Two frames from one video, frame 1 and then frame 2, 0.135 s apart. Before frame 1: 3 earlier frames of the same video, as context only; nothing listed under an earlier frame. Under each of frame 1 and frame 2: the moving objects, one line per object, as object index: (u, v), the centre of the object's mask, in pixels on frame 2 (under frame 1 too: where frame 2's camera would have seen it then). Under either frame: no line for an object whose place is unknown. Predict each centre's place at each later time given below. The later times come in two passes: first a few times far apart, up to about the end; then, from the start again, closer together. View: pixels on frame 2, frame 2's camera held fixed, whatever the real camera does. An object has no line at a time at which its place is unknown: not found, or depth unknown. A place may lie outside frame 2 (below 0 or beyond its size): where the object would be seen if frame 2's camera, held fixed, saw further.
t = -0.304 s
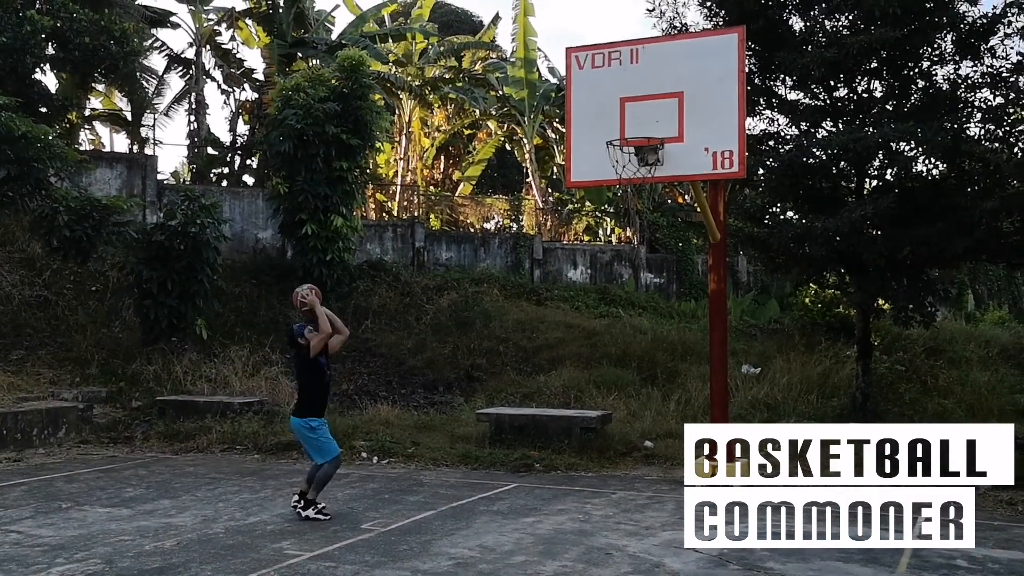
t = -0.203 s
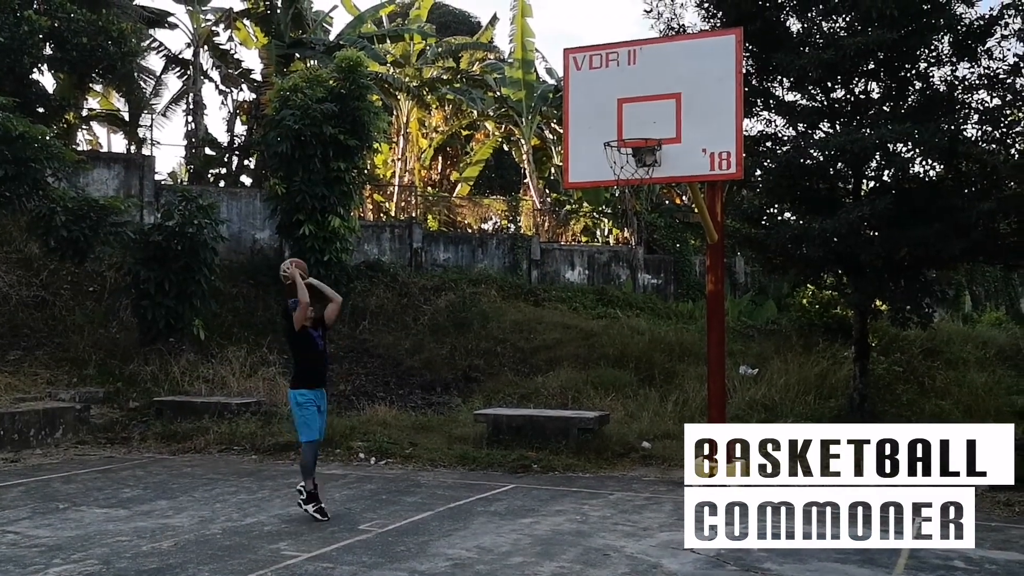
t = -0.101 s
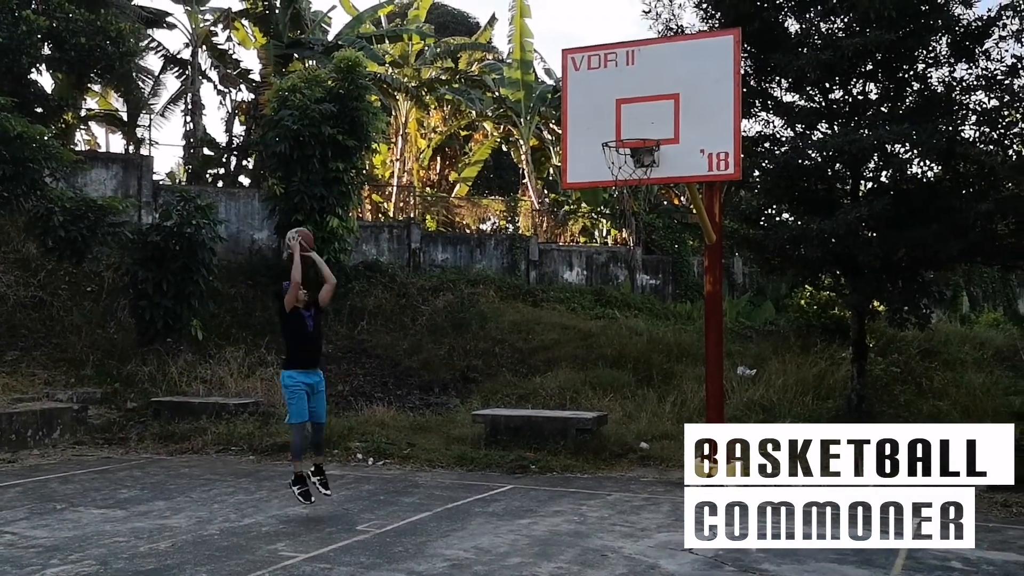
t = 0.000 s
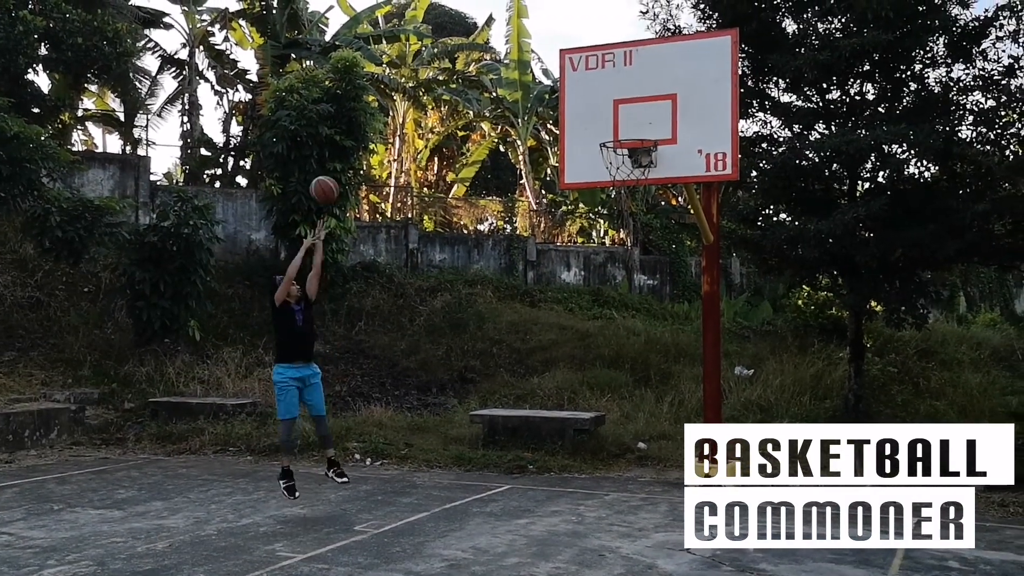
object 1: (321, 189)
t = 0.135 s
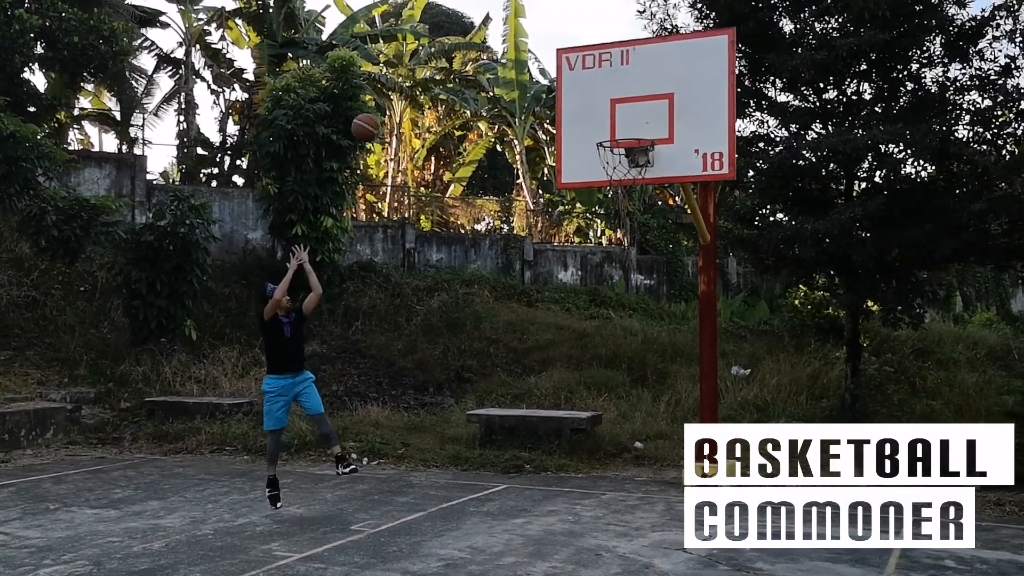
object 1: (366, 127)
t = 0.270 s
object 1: (411, 86)
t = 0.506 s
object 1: (493, 59)
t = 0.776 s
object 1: (592, 110)
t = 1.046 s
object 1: (665, 205)
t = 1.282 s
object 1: (704, 322)
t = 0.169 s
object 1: (377, 115)
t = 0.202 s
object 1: (389, 104)
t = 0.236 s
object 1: (400, 95)
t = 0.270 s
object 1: (411, 86)
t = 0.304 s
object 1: (423, 78)
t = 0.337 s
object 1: (435, 72)
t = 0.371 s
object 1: (447, 66)
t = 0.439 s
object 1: (469, 60)
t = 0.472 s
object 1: (482, 59)
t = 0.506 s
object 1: (493, 59)
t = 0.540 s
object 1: (505, 61)
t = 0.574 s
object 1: (518, 66)
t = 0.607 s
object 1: (530, 69)
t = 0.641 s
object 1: (542, 74)
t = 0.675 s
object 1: (555, 81)
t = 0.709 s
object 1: (566, 89)
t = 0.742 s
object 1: (579, 99)
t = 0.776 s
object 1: (592, 110)
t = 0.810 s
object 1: (604, 123)
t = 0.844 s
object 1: (617, 137)
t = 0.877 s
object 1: (631, 154)
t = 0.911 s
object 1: (642, 168)
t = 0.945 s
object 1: (650, 178)
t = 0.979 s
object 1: (656, 184)
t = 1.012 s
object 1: (660, 195)
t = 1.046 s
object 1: (665, 205)
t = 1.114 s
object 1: (677, 232)
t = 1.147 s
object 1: (682, 247)
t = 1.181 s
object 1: (687, 263)
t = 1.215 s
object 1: (692, 281)
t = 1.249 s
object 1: (698, 301)
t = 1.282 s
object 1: (704, 322)
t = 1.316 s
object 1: (709, 345)
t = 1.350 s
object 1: (714, 369)
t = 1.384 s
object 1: (720, 396)
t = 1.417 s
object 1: (727, 418)
